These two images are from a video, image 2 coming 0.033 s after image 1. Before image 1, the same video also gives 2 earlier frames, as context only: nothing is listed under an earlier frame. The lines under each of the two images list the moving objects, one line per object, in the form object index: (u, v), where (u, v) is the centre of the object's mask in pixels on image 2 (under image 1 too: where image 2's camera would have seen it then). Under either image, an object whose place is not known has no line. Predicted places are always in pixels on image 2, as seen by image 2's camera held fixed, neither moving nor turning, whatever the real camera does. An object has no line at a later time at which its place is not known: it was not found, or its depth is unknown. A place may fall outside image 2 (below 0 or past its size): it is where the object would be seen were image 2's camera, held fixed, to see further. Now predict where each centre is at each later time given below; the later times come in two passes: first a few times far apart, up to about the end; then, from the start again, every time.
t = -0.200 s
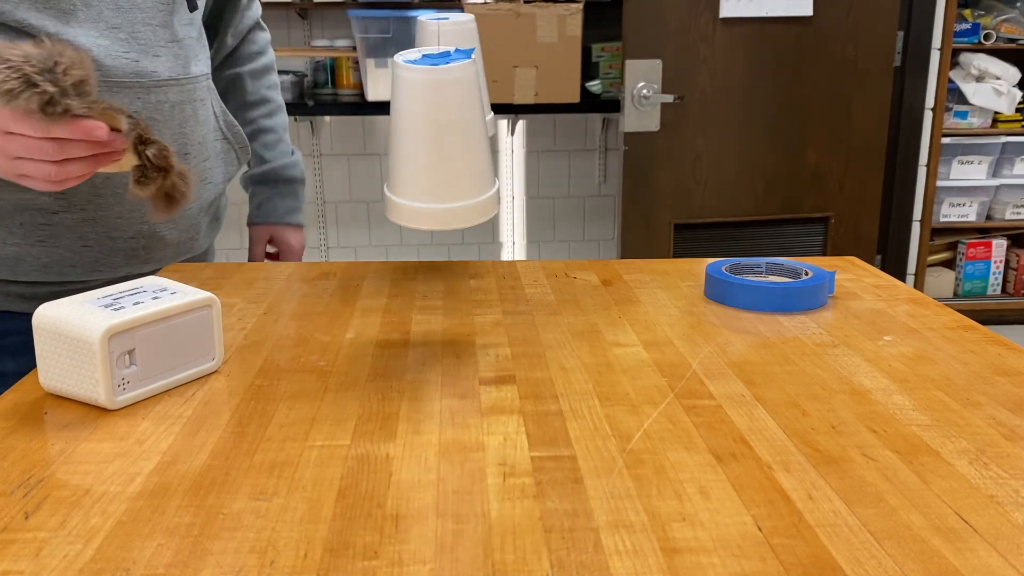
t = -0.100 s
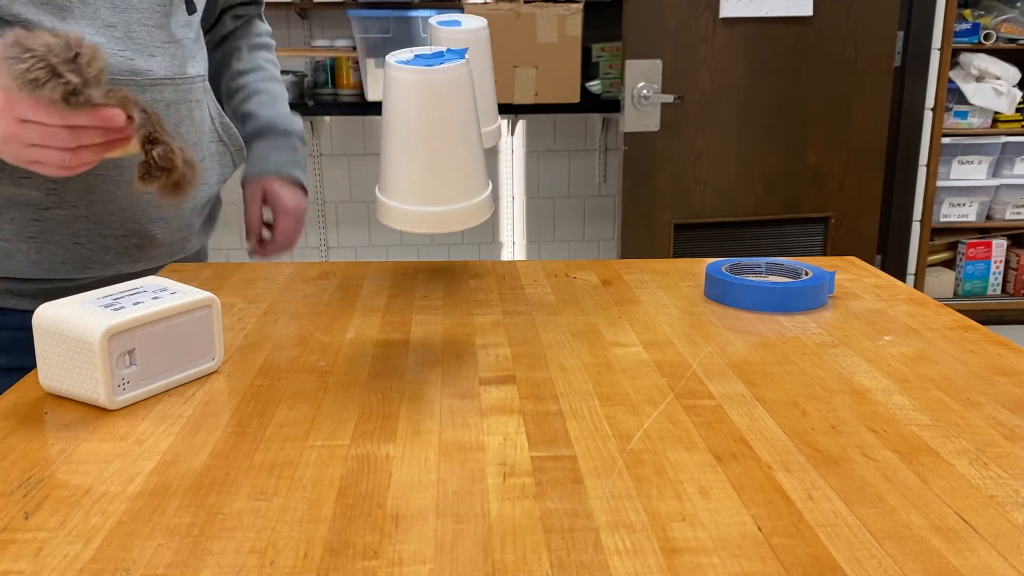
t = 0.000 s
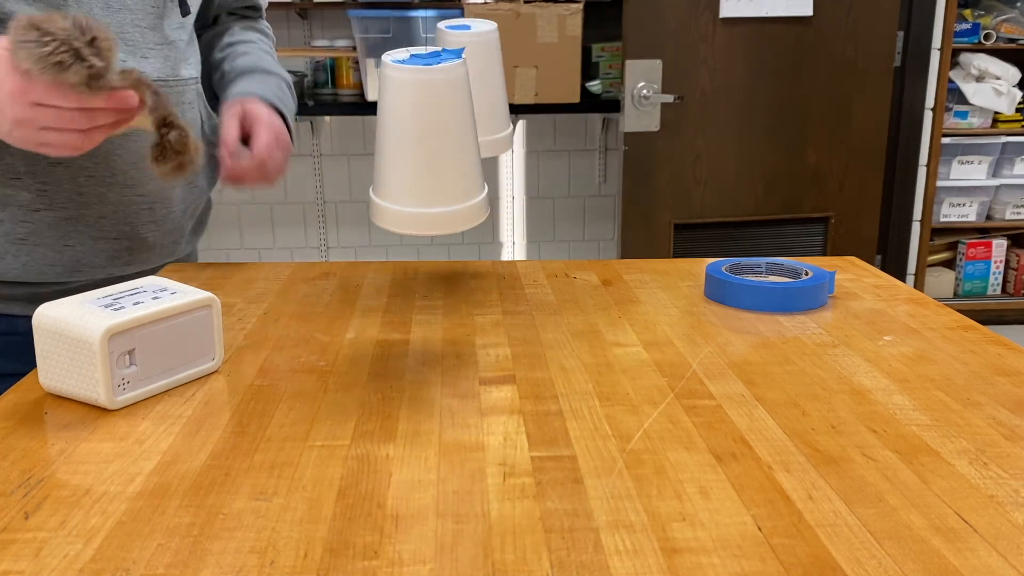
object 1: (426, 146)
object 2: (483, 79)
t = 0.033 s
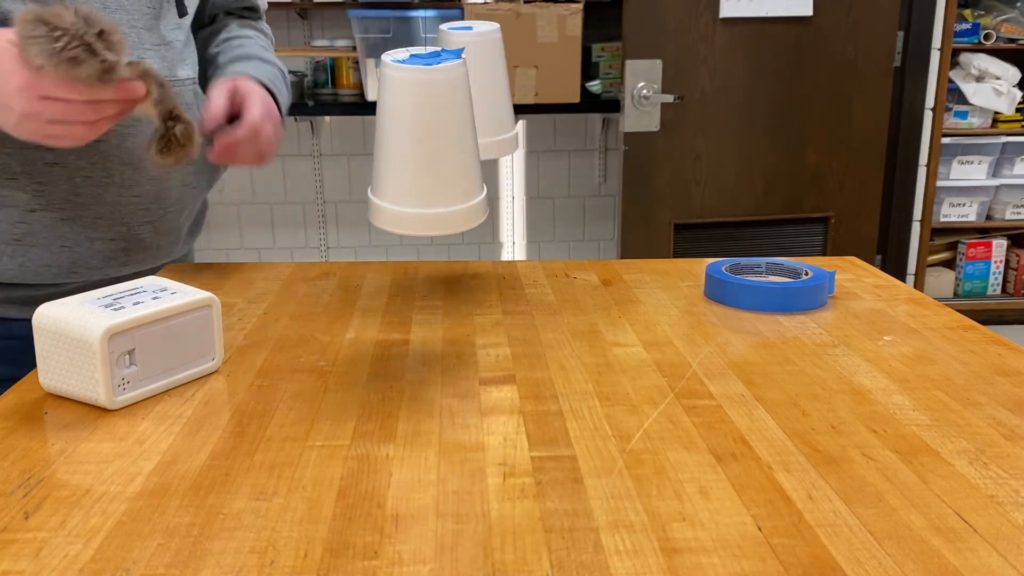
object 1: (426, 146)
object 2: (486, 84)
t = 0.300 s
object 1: (428, 149)
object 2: (509, 107)
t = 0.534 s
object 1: (427, 156)
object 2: (527, 121)
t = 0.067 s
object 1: (425, 147)
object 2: (489, 88)
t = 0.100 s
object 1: (425, 147)
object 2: (492, 91)
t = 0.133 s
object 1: (425, 147)
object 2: (495, 94)
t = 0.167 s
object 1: (425, 148)
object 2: (498, 97)
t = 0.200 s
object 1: (426, 148)
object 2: (501, 101)
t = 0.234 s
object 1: (426, 148)
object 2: (503, 103)
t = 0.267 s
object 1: (427, 154)
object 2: (506, 105)
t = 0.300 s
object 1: (428, 149)
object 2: (509, 107)
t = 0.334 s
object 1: (429, 155)
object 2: (511, 110)
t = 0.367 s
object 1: (430, 150)
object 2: (514, 112)
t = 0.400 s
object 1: (430, 155)
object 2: (517, 114)
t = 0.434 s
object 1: (430, 155)
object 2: (519, 117)
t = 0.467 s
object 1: (430, 155)
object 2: (522, 119)
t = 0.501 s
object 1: (429, 156)
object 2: (524, 120)
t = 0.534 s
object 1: (427, 156)
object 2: (527, 121)
